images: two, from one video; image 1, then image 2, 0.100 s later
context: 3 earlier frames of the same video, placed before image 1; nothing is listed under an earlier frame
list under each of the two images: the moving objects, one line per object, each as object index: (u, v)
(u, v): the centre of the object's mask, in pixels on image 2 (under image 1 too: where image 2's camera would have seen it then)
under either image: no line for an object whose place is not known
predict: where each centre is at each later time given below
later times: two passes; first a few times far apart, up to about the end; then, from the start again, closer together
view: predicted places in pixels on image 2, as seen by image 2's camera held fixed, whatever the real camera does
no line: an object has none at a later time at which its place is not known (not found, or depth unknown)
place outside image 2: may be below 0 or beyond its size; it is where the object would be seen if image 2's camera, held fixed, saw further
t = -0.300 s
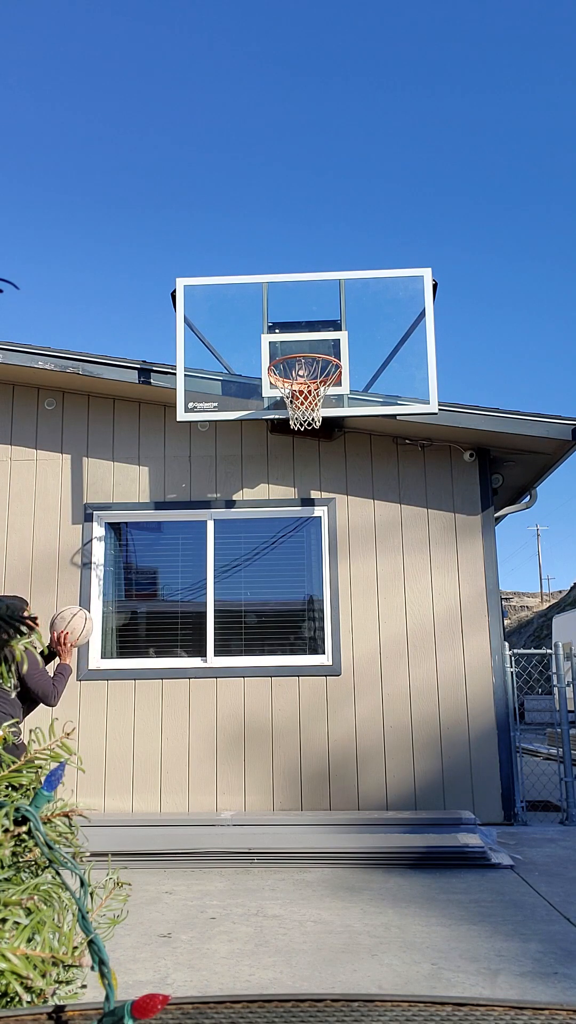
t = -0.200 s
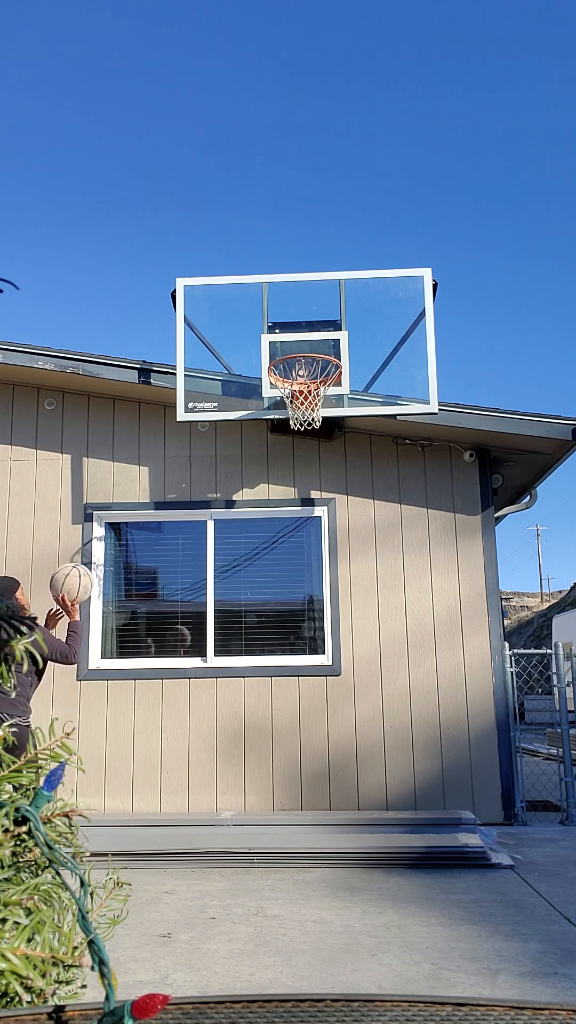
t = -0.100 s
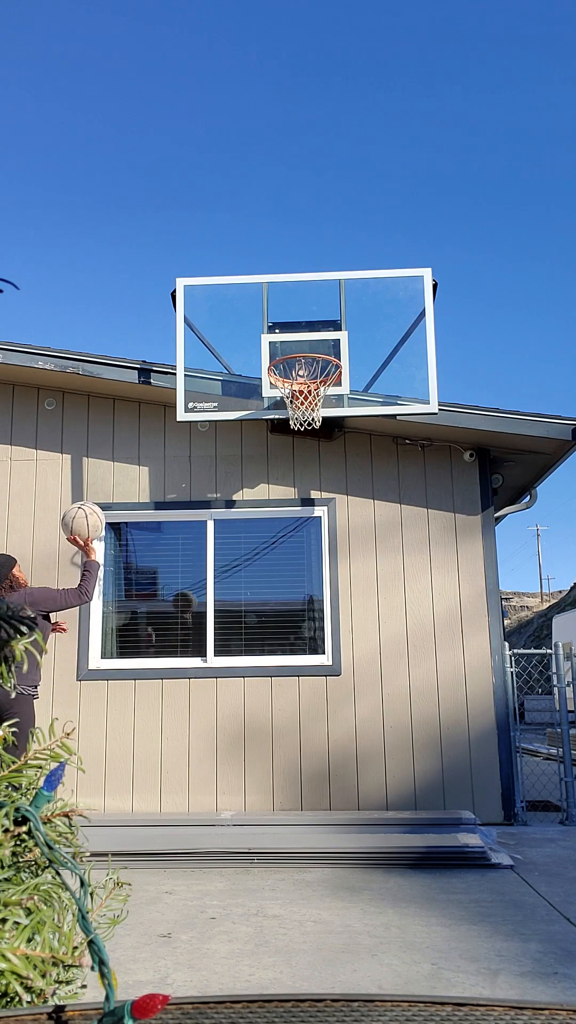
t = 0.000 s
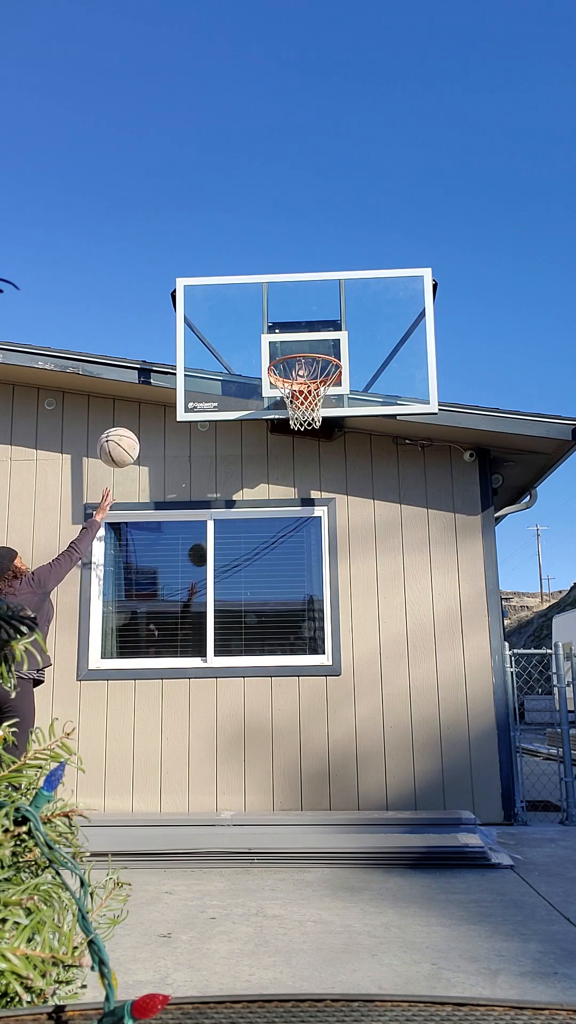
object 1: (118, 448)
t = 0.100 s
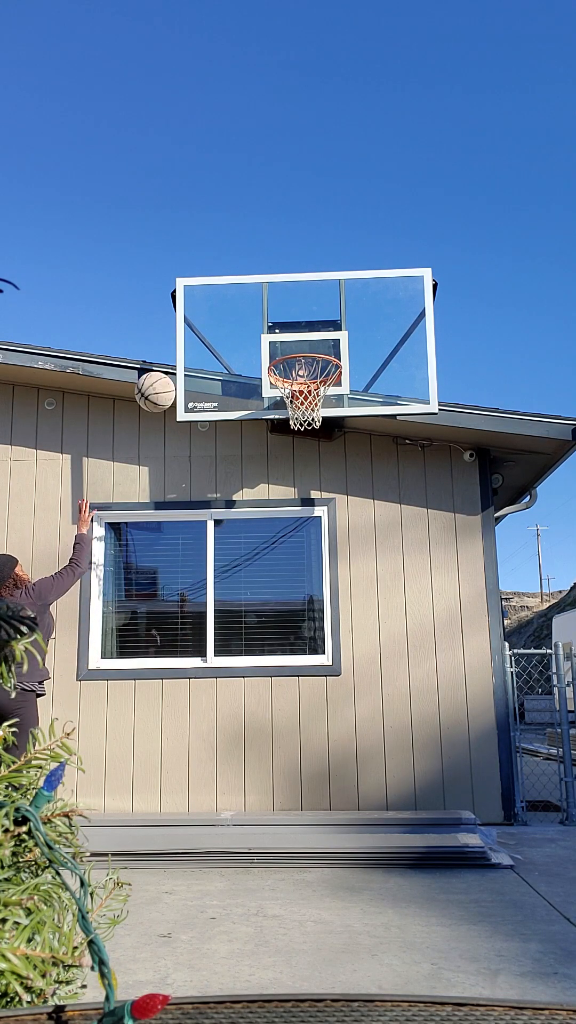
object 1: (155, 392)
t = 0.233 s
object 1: (200, 347)
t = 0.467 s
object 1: (270, 336)
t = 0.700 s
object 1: (332, 394)
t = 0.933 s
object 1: (318, 432)
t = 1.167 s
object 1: (303, 540)
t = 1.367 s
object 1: (293, 705)
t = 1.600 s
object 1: (275, 760)
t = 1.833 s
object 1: (250, 716)
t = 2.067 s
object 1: (223, 777)
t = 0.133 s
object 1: (167, 378)
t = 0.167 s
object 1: (178, 365)
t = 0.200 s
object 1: (189, 355)
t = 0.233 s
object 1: (200, 347)
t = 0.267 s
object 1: (210, 340)
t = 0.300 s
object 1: (220, 335)
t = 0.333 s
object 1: (231, 332)
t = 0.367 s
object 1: (241, 330)
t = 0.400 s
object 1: (250, 330)
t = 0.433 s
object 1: (260, 332)
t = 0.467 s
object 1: (270, 336)
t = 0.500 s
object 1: (279, 340)
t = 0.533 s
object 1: (288, 344)
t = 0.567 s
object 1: (298, 355)
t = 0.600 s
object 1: (307, 365)
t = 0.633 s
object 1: (316, 374)
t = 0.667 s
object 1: (326, 386)
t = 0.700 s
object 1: (332, 394)
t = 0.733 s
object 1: (332, 398)
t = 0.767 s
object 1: (331, 399)
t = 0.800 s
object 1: (328, 402)
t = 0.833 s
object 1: (325, 406)
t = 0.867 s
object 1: (323, 414)
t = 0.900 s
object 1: (320, 424)
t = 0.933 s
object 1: (318, 432)
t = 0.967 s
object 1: (316, 441)
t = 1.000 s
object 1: (313, 453)
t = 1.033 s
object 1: (311, 467)
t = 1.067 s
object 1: (309, 483)
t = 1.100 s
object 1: (307, 500)
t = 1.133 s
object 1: (305, 519)
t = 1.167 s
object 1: (303, 540)
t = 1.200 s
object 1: (301, 563)
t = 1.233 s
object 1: (299, 587)
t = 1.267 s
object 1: (297, 613)
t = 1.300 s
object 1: (296, 641)
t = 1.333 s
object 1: (294, 673)
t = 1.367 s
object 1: (293, 705)
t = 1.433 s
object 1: (290, 778)
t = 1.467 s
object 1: (288, 816)
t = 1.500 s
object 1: (285, 804)
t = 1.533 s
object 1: (282, 788)
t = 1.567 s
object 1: (278, 773)
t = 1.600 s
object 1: (275, 760)
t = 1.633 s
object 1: (271, 748)
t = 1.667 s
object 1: (268, 738)
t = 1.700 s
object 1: (265, 730)
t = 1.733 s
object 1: (261, 723)
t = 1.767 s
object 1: (257, 719)
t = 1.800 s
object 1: (254, 717)
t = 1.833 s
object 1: (250, 716)
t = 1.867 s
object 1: (247, 718)
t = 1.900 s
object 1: (243, 722)
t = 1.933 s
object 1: (239, 728)
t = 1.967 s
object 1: (235, 736)
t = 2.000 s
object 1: (231, 747)
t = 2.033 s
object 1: (227, 761)
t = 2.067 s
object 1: (223, 777)
